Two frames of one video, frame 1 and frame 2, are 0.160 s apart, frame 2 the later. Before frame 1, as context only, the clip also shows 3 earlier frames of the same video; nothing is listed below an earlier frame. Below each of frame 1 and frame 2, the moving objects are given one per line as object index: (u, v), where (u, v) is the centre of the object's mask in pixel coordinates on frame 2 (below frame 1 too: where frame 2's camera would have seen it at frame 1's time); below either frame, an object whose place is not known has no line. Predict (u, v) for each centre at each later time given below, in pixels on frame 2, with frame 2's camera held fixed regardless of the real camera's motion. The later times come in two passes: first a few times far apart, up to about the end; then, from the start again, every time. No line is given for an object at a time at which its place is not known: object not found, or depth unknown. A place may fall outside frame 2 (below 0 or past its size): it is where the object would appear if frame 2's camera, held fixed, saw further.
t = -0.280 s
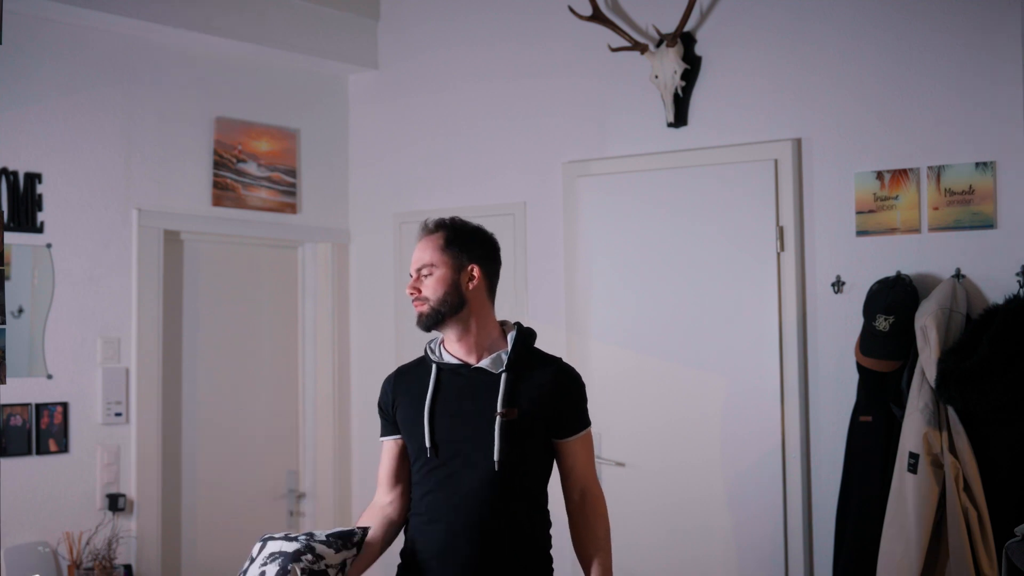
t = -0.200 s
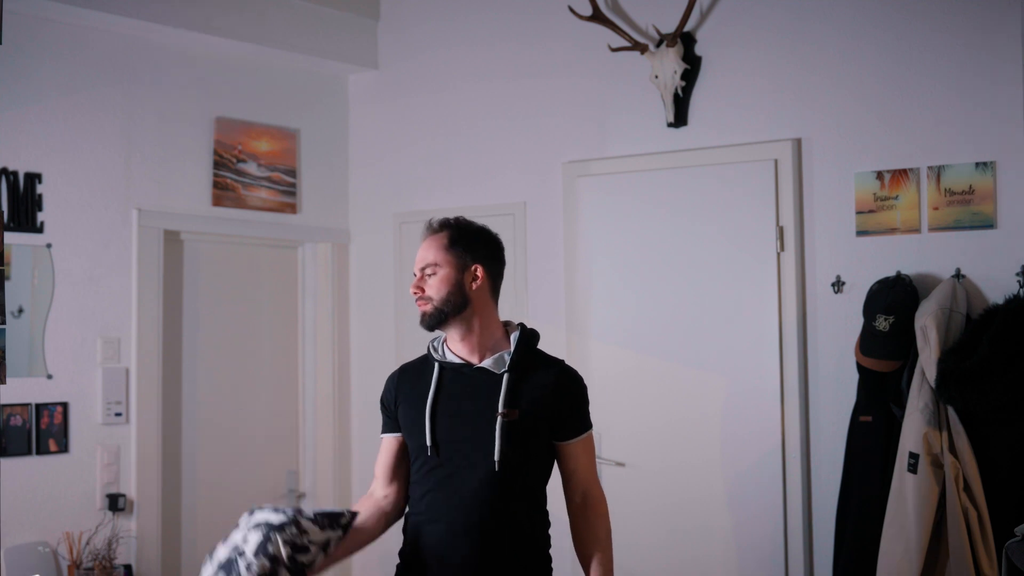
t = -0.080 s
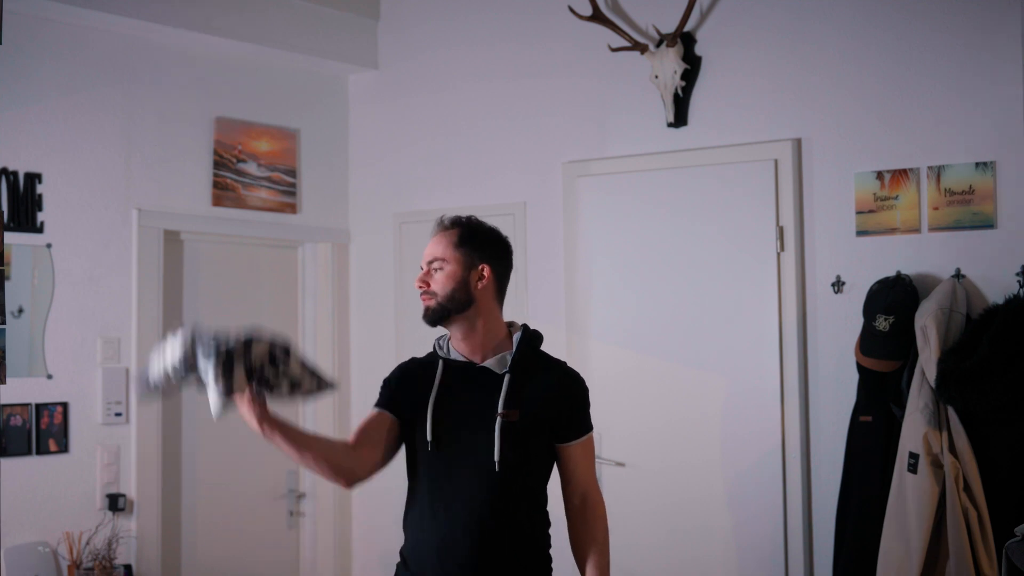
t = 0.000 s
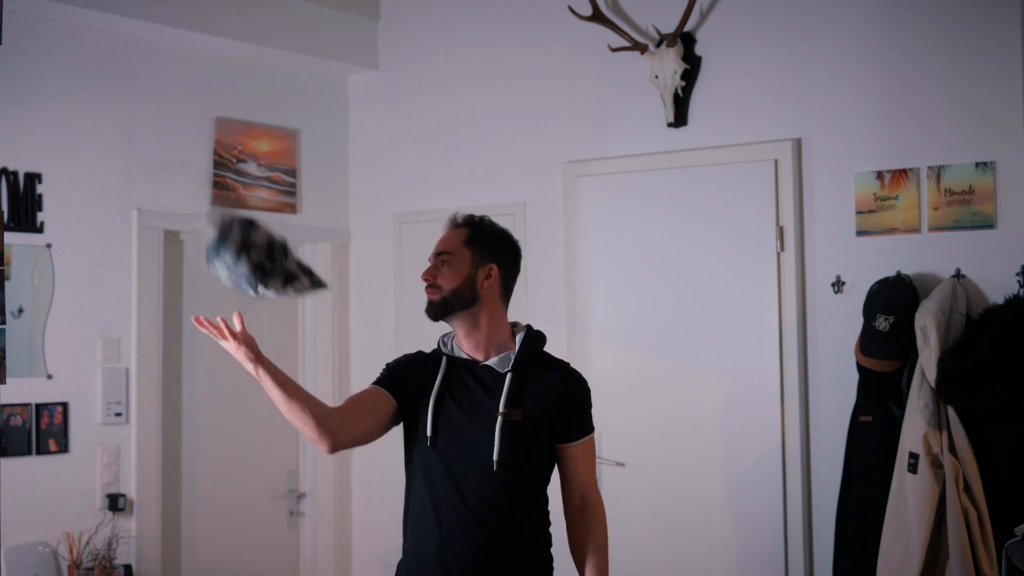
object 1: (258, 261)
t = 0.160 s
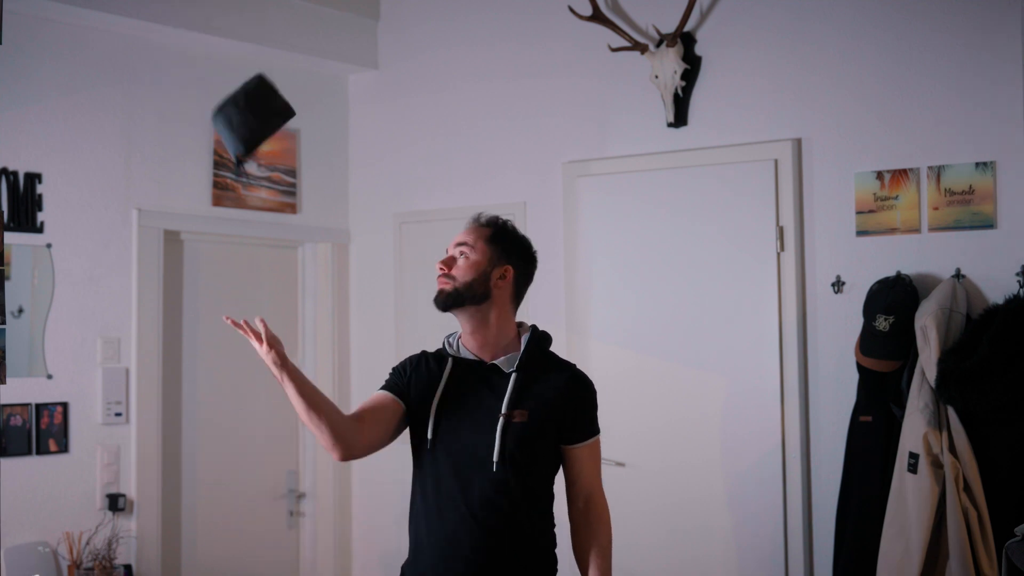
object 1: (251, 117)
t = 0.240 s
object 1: (249, 84)
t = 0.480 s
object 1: (264, 122)
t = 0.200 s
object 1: (250, 98)
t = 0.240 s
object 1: (249, 84)
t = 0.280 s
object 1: (247, 72)
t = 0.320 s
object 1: (247, 68)
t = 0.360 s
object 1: (249, 69)
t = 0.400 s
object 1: (253, 78)
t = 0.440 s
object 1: (257, 96)
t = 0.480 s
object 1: (264, 122)
